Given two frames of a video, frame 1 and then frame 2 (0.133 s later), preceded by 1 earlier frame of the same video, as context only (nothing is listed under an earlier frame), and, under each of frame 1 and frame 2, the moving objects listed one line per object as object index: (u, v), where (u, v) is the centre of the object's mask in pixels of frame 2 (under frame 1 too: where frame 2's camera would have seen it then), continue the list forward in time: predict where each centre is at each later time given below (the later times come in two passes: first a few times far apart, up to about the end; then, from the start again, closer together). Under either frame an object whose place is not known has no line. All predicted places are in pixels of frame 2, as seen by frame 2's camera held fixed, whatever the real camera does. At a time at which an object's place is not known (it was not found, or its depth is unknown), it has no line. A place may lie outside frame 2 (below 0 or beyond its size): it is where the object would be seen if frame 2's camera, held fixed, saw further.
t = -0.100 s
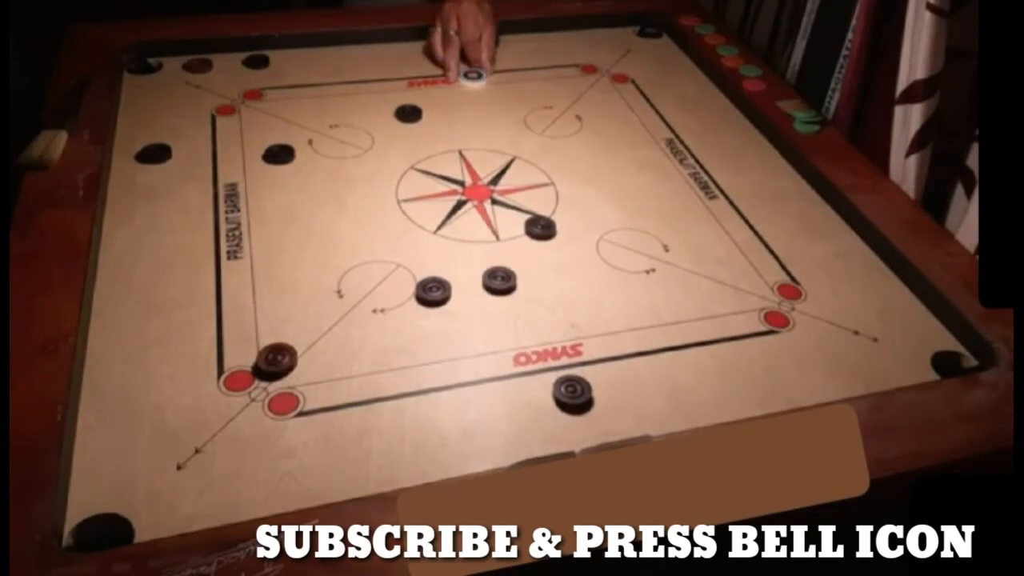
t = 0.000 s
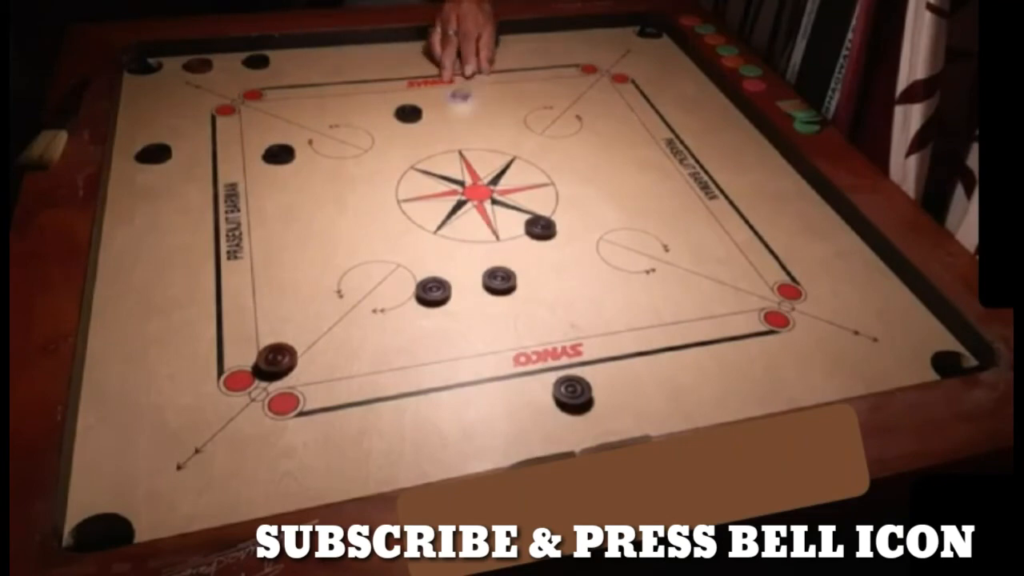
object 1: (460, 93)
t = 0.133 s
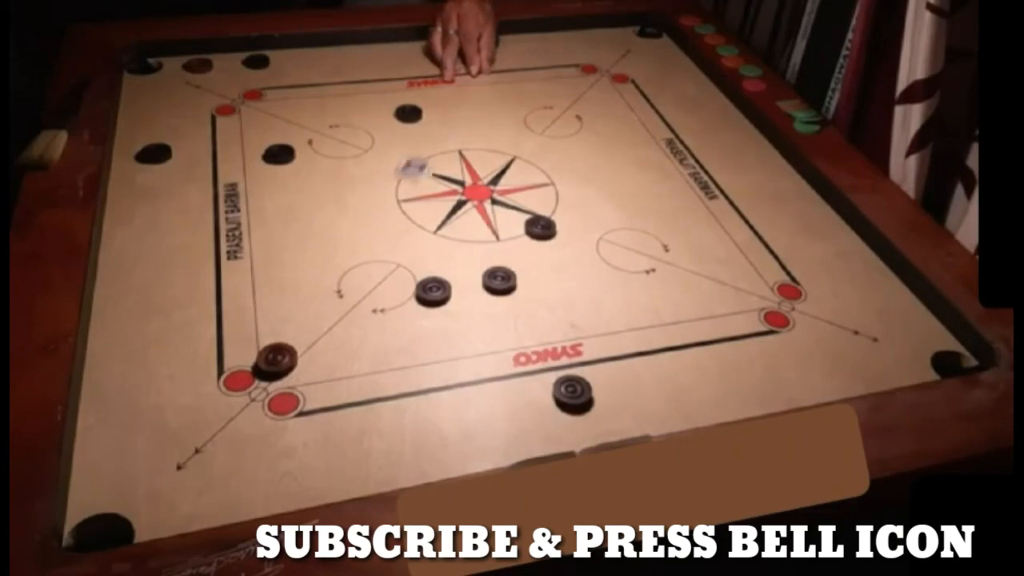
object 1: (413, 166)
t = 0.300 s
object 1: (346, 271)
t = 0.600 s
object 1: (284, 378)
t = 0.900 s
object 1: (280, 384)
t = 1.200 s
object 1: (280, 384)
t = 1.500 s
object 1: (280, 384)
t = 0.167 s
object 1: (401, 187)
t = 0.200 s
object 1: (388, 206)
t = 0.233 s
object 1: (374, 227)
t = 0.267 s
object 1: (360, 249)
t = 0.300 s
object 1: (346, 271)
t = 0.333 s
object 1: (331, 293)
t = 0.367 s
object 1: (315, 315)
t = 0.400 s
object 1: (303, 334)
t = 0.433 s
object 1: (299, 345)
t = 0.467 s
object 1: (295, 354)
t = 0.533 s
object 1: (288, 368)
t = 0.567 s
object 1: (286, 374)
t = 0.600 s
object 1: (284, 378)
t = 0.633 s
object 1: (282, 382)
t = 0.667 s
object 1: (281, 384)
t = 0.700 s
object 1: (280, 384)
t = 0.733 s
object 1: (280, 384)
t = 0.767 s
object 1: (280, 384)
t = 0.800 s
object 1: (280, 384)
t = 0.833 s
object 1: (280, 384)
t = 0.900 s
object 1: (280, 384)
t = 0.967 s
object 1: (280, 384)
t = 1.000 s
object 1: (280, 384)
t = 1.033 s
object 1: (280, 384)
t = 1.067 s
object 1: (280, 384)
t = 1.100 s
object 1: (280, 384)
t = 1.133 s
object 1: (280, 384)
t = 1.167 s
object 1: (280, 384)
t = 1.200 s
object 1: (280, 384)
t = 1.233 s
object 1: (280, 384)
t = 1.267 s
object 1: (280, 384)
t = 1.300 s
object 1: (280, 384)
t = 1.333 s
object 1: (280, 384)
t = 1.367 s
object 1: (280, 384)
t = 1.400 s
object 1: (280, 384)
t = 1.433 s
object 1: (280, 384)
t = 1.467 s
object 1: (280, 384)
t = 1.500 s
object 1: (280, 384)
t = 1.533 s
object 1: (280, 384)
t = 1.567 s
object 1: (280, 384)
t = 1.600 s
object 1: (280, 384)
